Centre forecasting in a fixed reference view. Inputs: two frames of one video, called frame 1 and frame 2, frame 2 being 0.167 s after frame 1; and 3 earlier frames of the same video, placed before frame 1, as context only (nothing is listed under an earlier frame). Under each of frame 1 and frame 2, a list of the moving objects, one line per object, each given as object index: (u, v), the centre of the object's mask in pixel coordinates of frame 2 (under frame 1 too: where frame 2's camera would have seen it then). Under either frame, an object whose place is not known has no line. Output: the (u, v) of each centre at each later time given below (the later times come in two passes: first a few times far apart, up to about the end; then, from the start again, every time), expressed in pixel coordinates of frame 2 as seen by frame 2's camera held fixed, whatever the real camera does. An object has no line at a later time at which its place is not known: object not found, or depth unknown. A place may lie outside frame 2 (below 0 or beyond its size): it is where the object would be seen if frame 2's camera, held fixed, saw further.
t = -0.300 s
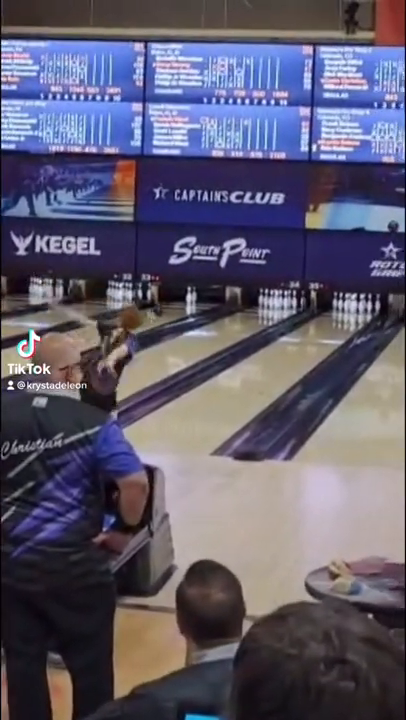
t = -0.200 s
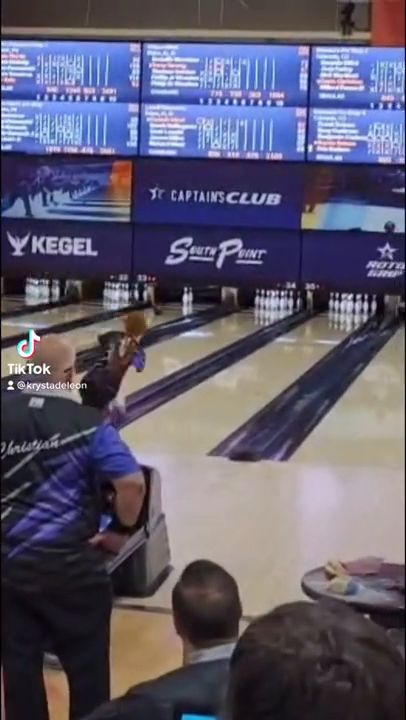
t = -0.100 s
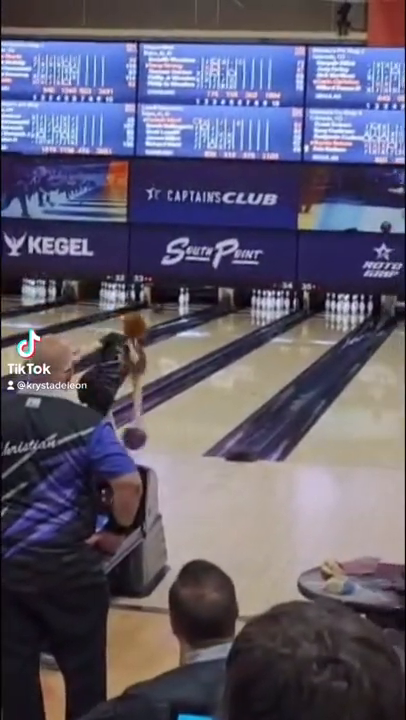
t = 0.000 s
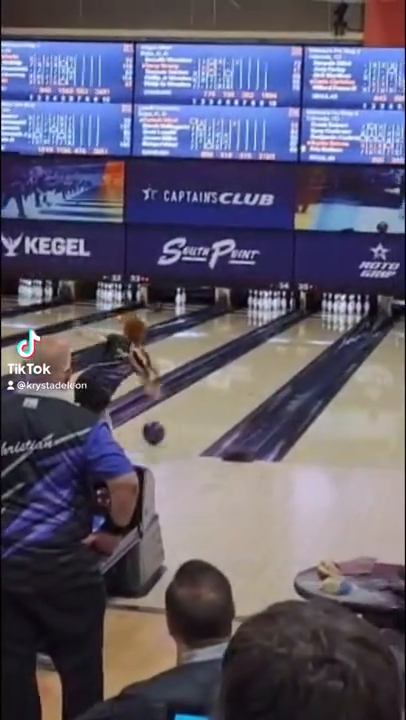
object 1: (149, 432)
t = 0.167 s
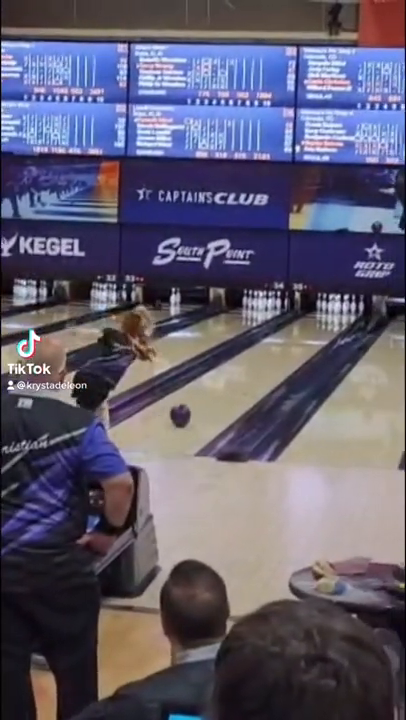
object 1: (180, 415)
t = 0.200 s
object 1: (186, 412)
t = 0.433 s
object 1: (219, 391)
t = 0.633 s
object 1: (242, 377)
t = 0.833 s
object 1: (262, 363)
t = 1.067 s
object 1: (279, 351)
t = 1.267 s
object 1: (293, 342)
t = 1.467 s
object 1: (302, 335)
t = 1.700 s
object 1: (314, 326)
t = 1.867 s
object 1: (319, 322)
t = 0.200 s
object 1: (186, 412)
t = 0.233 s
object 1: (191, 409)
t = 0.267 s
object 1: (196, 406)
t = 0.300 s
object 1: (201, 403)
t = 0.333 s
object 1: (205, 400)
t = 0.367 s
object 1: (210, 397)
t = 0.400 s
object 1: (215, 394)
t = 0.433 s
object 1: (219, 391)
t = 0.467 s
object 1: (223, 389)
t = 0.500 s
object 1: (227, 386)
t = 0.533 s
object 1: (231, 384)
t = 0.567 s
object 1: (235, 381)
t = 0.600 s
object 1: (239, 379)
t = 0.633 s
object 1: (242, 377)
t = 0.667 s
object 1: (245, 375)
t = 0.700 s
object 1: (249, 372)
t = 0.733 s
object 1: (252, 370)
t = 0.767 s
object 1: (256, 368)
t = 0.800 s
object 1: (259, 366)
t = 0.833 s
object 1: (262, 363)
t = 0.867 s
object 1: (264, 362)
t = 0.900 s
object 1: (267, 360)
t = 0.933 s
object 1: (270, 357)
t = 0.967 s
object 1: (272, 356)
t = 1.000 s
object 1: (275, 355)
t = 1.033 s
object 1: (277, 353)
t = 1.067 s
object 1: (279, 351)
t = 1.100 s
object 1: (282, 349)
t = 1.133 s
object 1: (284, 348)
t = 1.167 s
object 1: (286, 347)
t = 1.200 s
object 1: (288, 345)
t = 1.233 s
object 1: (291, 344)
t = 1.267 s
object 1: (293, 342)
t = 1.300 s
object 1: (295, 341)
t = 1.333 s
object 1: (297, 340)
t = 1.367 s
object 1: (299, 338)
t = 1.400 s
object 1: (300, 337)
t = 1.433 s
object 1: (301, 335)
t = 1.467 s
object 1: (302, 335)
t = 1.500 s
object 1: (305, 332)
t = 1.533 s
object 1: (306, 331)
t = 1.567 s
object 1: (307, 331)
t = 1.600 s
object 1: (310, 331)
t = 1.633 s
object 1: (310, 328)
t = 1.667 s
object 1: (311, 328)
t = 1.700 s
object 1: (314, 326)
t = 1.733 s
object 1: (315, 325)
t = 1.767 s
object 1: (317, 324)
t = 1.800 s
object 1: (317, 323)
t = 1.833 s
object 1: (318, 322)
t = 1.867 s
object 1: (319, 322)
